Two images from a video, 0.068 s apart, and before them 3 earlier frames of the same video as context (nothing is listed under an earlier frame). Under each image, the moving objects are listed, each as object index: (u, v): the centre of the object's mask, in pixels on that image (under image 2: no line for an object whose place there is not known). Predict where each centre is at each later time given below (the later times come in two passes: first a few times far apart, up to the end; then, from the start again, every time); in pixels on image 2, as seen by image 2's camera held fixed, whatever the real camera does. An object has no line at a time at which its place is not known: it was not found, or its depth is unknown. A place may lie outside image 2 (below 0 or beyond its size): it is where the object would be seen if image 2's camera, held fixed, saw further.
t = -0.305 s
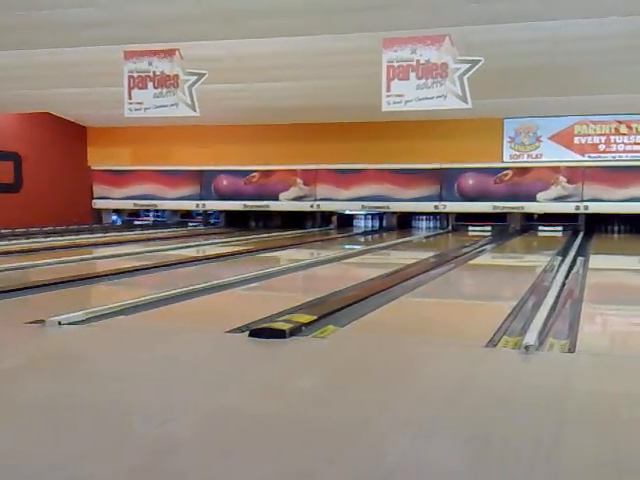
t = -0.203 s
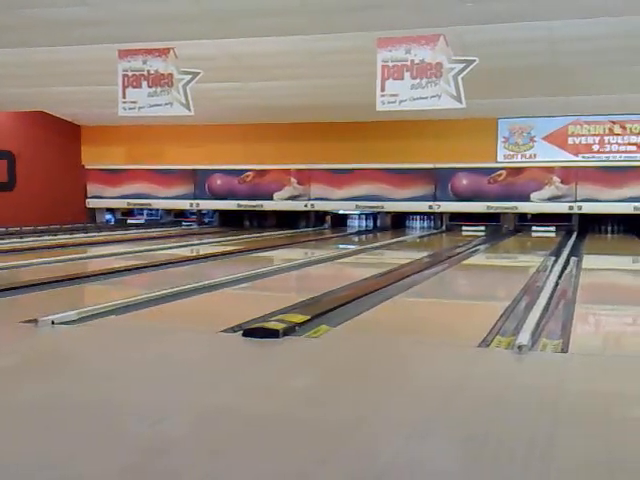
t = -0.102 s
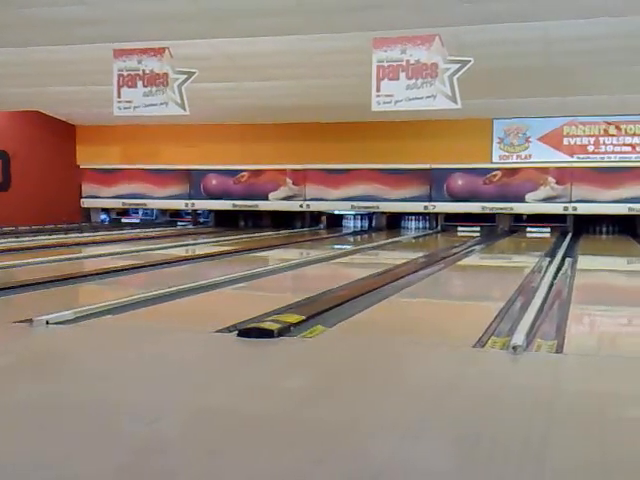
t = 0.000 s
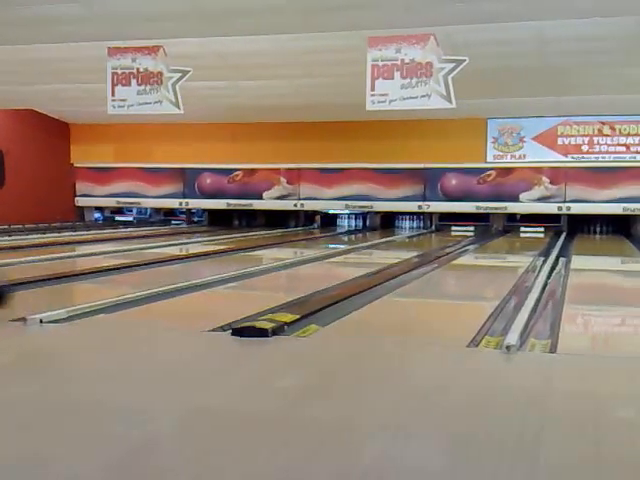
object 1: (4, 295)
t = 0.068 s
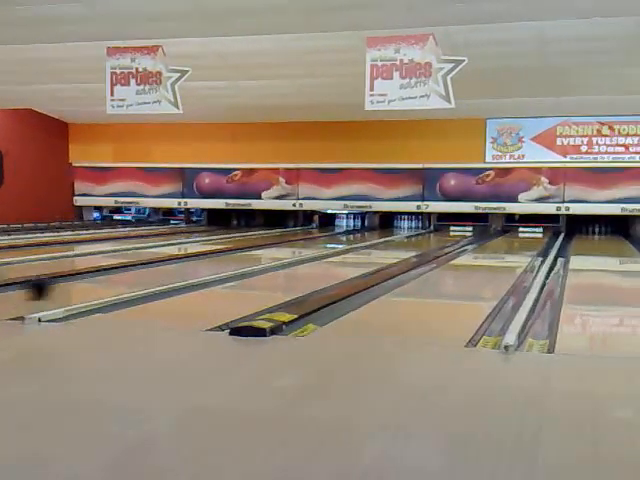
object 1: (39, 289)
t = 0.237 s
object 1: (126, 273)
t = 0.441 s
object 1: (199, 261)
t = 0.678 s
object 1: (259, 253)
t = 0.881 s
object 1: (297, 246)
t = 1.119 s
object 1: (330, 240)
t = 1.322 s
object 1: (354, 237)
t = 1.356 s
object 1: (358, 238)
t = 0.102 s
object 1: (60, 284)
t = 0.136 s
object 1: (77, 280)
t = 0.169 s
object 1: (94, 278)
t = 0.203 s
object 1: (110, 276)
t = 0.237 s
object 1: (126, 273)
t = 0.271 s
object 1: (141, 271)
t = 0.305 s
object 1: (154, 269)
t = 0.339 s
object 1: (166, 267)
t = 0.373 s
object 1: (178, 265)
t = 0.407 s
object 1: (189, 263)
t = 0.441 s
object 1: (199, 261)
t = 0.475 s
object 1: (209, 260)
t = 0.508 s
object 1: (218, 259)
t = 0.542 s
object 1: (227, 257)
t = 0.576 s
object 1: (234, 256)
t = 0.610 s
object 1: (243, 256)
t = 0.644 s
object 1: (251, 255)
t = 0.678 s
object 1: (259, 253)
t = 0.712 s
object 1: (266, 252)
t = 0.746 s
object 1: (273, 250)
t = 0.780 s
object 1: (279, 249)
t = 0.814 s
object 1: (285, 248)
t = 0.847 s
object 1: (292, 247)
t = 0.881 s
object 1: (297, 246)
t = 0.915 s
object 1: (303, 245)
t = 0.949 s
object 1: (308, 244)
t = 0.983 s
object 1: (312, 244)
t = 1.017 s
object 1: (318, 242)
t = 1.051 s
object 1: (322, 242)
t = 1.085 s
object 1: (326, 241)
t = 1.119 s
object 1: (330, 240)
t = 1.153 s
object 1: (335, 239)
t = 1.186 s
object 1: (339, 240)
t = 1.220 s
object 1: (343, 239)
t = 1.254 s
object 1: (347, 238)
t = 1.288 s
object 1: (351, 238)
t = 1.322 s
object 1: (354, 237)
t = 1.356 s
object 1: (358, 238)
